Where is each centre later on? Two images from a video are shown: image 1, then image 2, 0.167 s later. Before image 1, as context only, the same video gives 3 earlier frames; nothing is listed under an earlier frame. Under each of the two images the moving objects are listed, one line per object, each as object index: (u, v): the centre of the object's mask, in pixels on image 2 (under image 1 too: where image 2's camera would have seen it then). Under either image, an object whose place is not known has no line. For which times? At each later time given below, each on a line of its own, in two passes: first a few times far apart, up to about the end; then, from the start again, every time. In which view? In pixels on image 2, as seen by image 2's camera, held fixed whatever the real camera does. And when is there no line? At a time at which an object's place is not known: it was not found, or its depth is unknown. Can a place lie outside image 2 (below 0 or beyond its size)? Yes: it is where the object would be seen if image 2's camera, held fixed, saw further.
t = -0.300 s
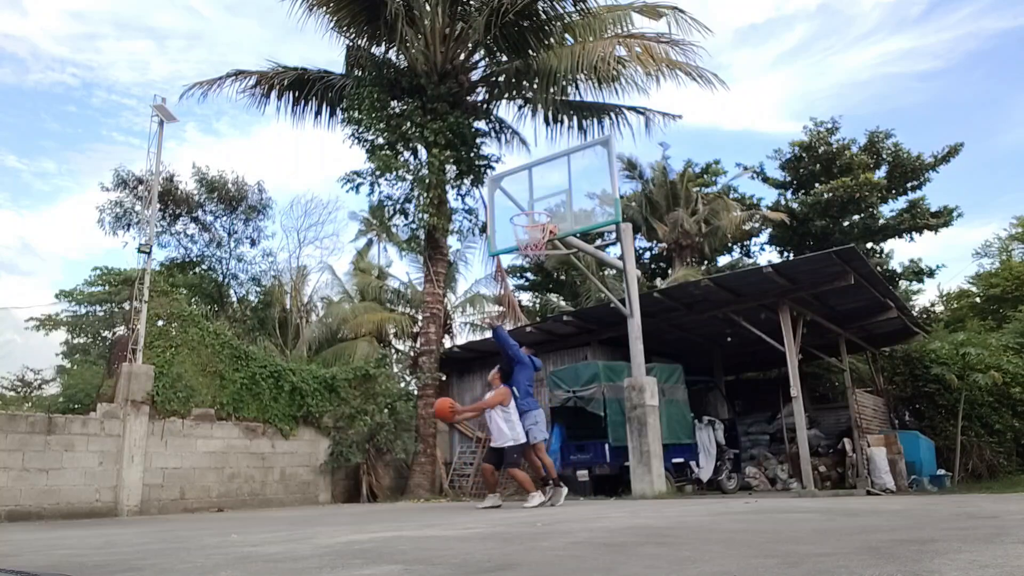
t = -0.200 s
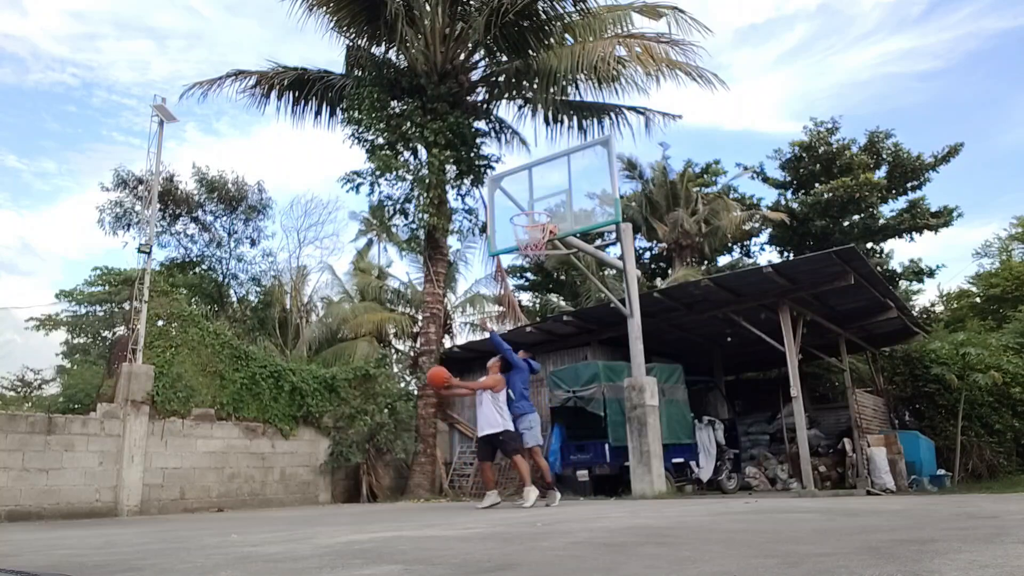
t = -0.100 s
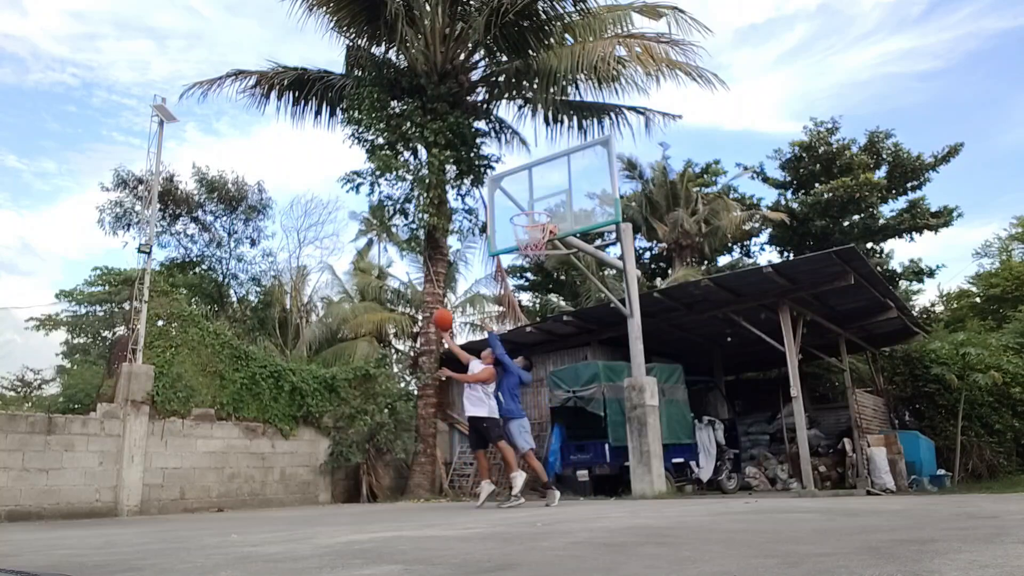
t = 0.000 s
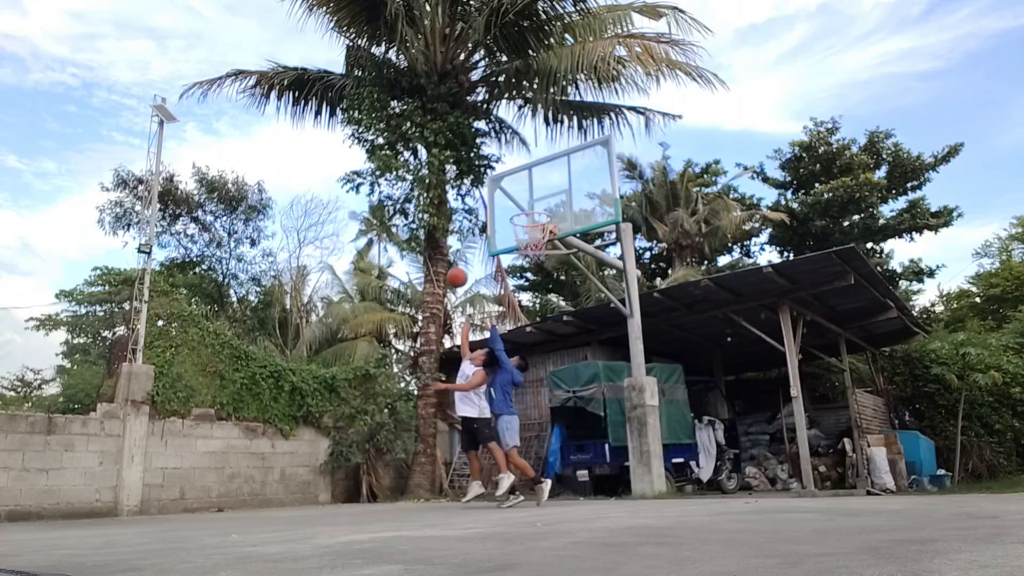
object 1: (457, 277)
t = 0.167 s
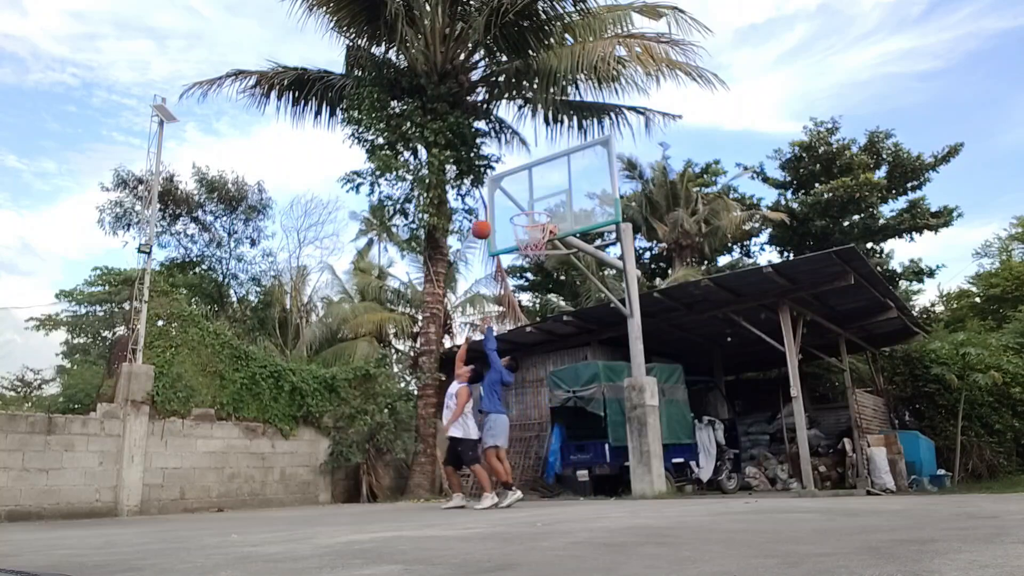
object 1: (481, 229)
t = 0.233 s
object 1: (490, 217)
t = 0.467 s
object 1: (512, 197)
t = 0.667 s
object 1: (511, 207)
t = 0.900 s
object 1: (501, 210)
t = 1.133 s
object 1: (490, 246)
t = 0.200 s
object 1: (486, 223)
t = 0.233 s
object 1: (490, 217)
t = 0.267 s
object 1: (495, 212)
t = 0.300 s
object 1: (500, 208)
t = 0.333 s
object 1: (505, 204)
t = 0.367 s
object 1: (509, 202)
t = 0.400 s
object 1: (512, 200)
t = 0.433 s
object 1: (512, 198)
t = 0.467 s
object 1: (512, 197)
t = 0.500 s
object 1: (512, 197)
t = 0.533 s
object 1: (512, 197)
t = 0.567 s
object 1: (511, 198)
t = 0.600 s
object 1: (511, 200)
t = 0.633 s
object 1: (511, 204)
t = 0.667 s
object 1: (511, 207)
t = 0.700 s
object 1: (511, 211)
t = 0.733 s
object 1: (509, 210)
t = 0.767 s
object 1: (507, 208)
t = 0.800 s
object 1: (506, 208)
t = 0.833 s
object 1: (504, 208)
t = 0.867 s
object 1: (503, 208)
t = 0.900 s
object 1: (501, 210)
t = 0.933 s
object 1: (499, 213)
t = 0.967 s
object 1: (497, 216)
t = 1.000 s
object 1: (496, 220)
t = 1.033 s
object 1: (494, 226)
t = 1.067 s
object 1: (493, 231)
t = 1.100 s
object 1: (492, 238)
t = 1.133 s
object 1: (490, 246)
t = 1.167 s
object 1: (489, 255)
